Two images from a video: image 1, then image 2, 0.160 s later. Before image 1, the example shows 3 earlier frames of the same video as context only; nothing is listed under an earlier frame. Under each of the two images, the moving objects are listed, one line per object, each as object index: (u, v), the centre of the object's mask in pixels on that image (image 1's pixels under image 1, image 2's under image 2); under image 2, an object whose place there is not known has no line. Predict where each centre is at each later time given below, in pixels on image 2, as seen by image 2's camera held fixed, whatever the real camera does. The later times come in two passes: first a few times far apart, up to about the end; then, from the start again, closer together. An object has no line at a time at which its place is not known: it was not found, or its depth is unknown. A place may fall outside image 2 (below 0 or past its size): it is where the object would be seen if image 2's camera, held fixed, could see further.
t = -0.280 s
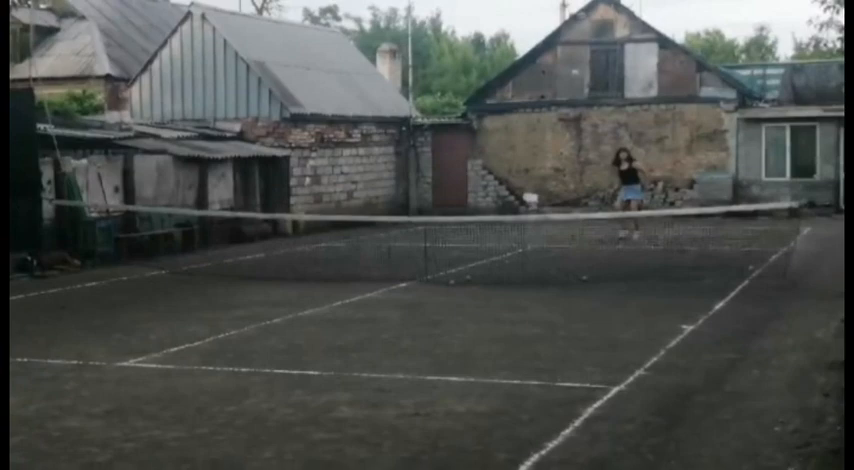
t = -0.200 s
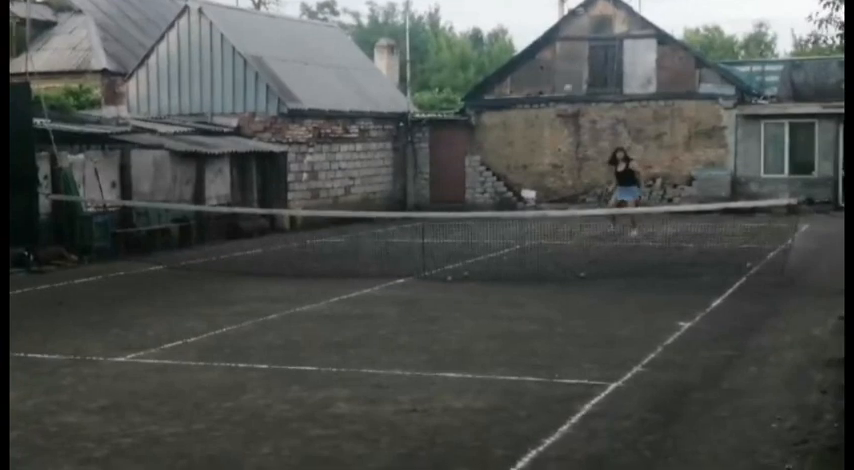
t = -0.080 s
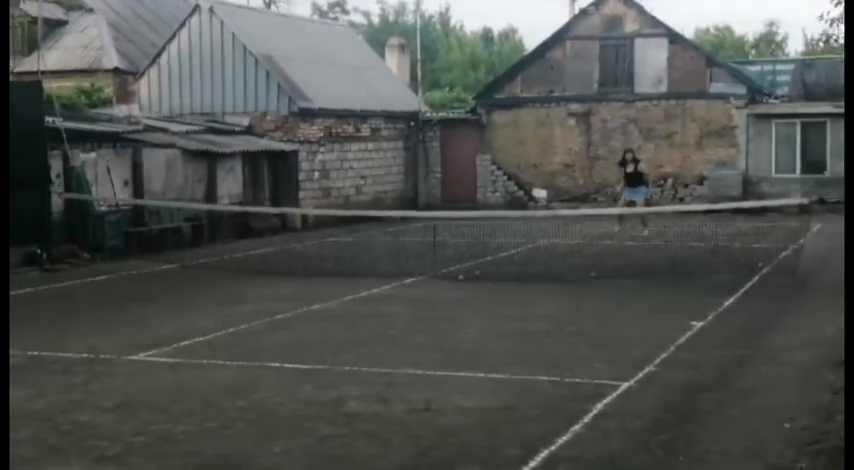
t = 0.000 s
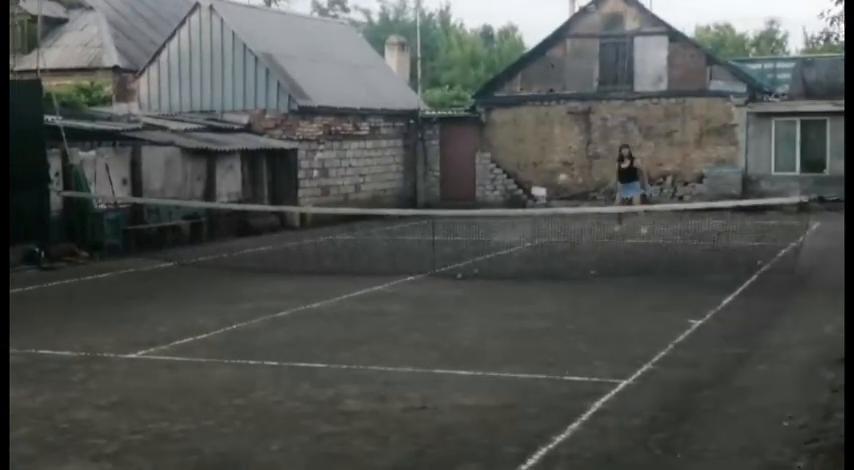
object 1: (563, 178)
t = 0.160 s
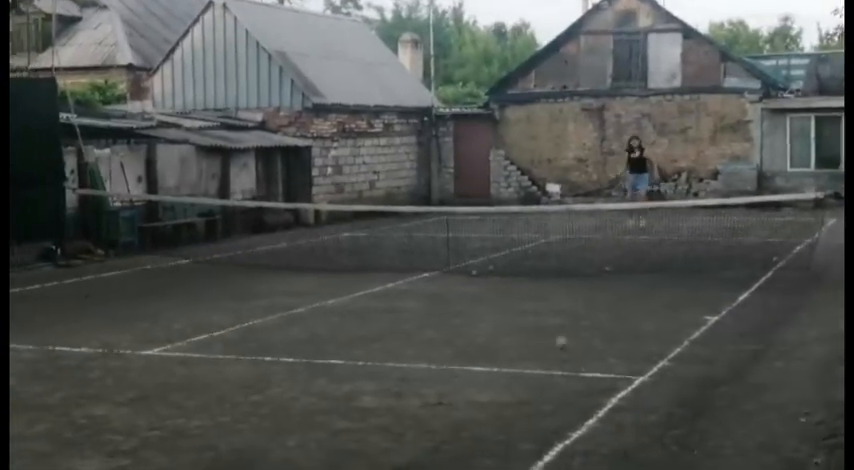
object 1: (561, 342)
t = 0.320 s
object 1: (539, 411)
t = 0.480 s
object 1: (516, 336)
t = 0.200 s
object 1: (557, 390)
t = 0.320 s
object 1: (539, 411)
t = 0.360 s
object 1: (534, 390)
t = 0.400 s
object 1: (529, 371)
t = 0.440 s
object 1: (522, 352)
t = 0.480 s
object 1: (516, 336)
